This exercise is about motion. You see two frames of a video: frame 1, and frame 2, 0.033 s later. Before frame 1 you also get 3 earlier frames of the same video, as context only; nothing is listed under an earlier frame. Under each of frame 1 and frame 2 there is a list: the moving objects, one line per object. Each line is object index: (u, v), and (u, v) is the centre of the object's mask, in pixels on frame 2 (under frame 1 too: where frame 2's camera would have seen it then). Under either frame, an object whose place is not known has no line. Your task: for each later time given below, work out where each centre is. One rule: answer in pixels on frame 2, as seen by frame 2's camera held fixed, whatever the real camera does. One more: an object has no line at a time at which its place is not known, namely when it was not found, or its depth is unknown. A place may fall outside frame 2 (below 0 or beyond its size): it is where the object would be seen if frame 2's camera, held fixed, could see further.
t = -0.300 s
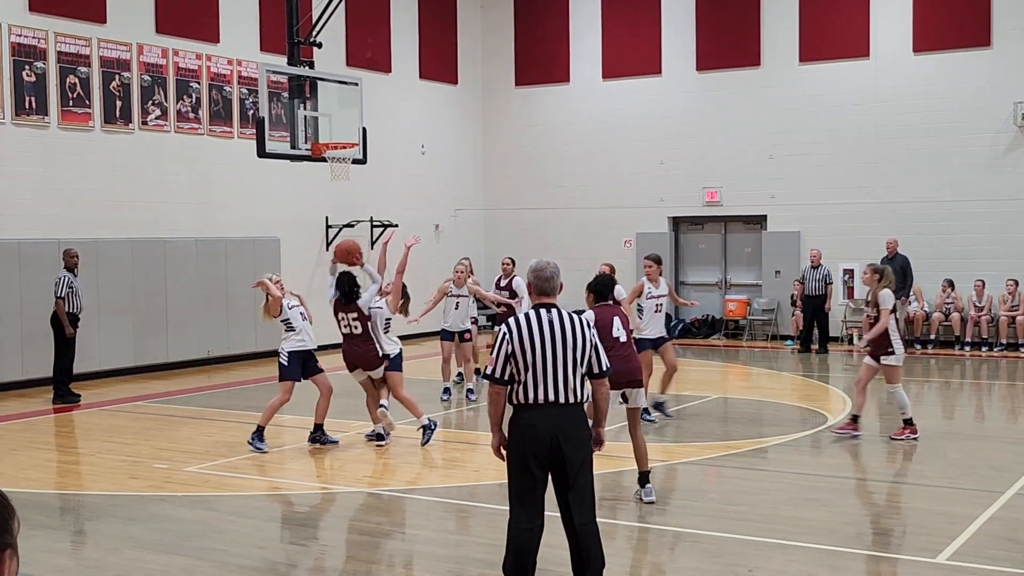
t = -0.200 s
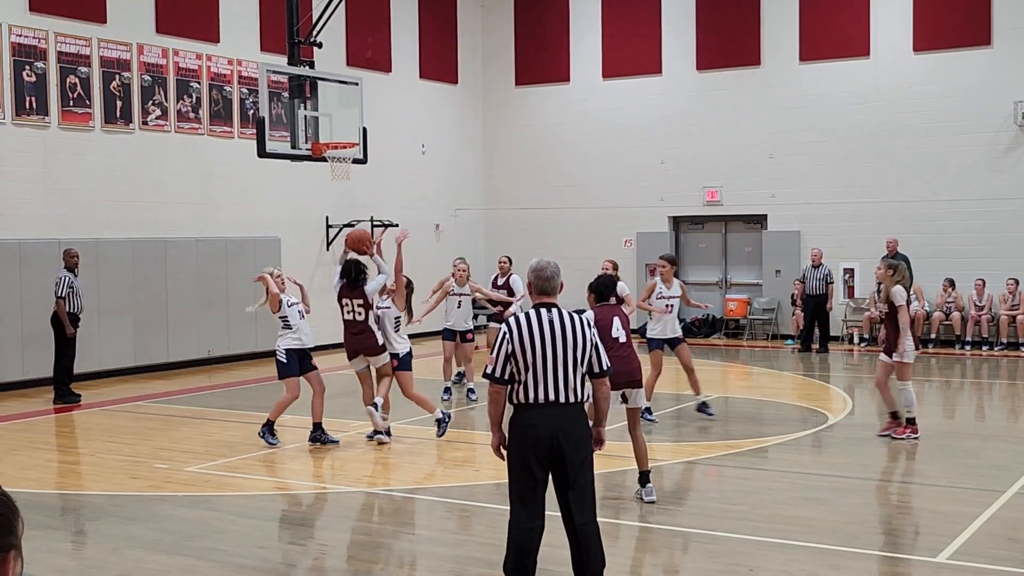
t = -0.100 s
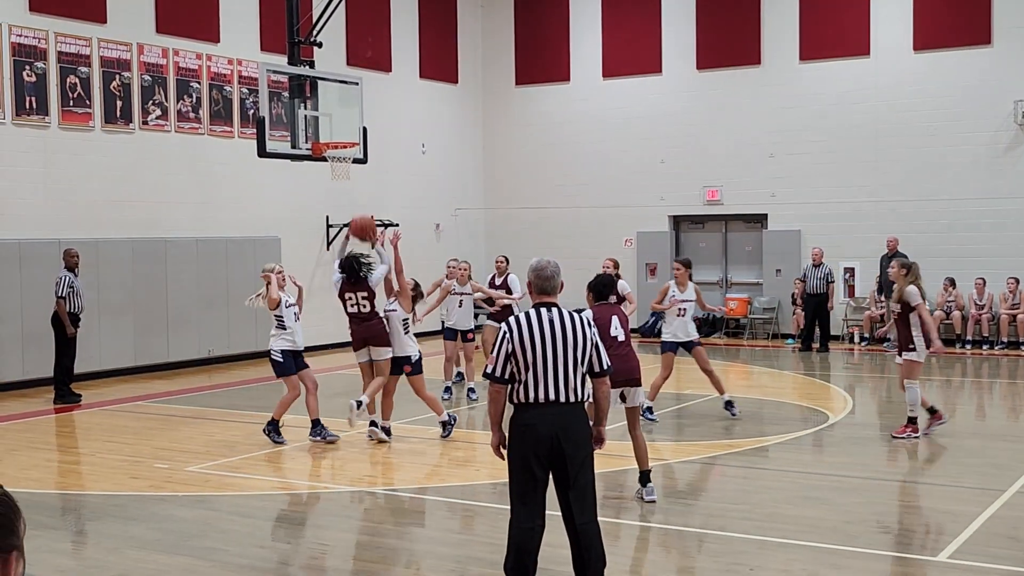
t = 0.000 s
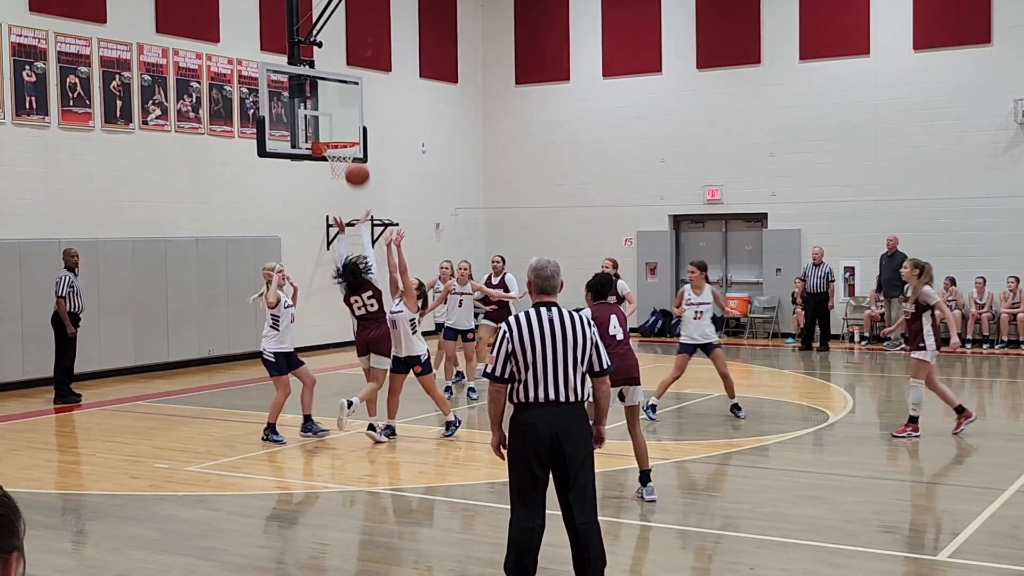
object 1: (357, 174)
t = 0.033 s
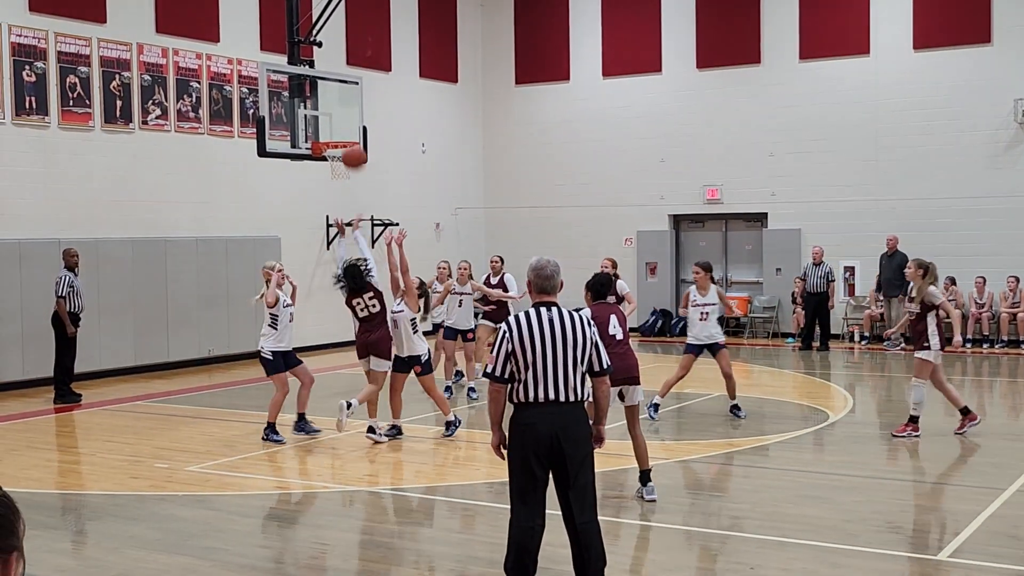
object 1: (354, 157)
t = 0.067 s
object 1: (351, 141)
